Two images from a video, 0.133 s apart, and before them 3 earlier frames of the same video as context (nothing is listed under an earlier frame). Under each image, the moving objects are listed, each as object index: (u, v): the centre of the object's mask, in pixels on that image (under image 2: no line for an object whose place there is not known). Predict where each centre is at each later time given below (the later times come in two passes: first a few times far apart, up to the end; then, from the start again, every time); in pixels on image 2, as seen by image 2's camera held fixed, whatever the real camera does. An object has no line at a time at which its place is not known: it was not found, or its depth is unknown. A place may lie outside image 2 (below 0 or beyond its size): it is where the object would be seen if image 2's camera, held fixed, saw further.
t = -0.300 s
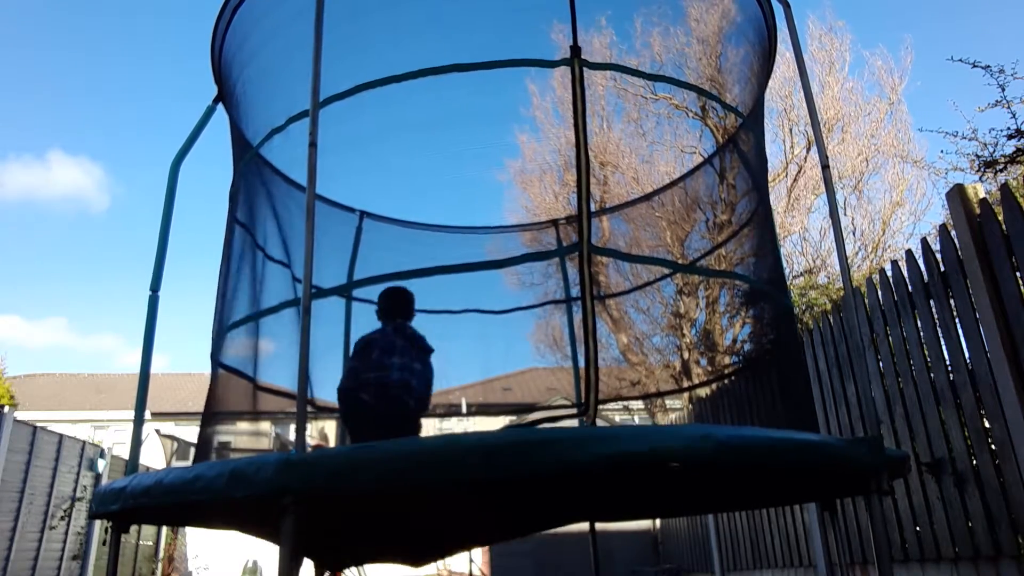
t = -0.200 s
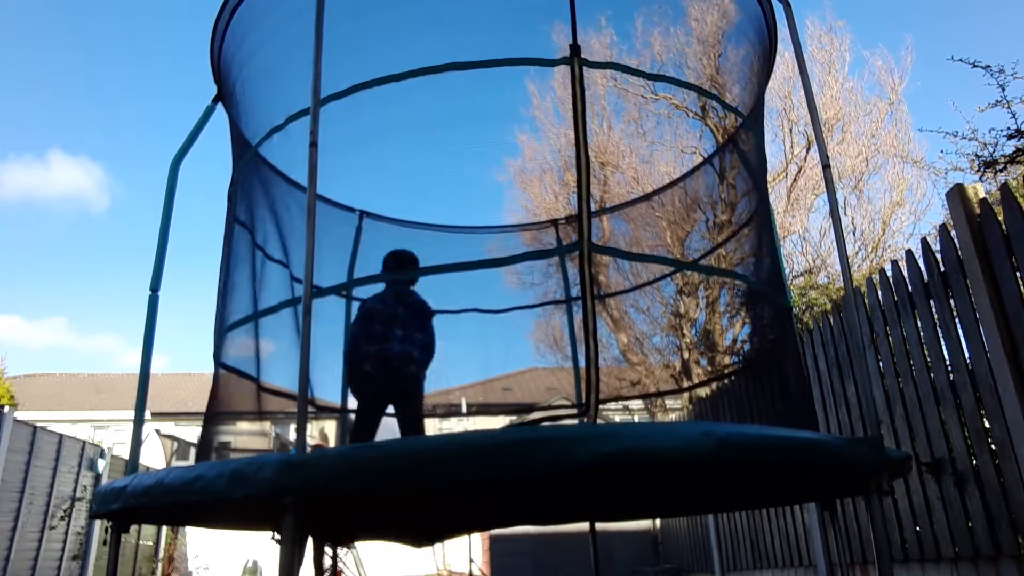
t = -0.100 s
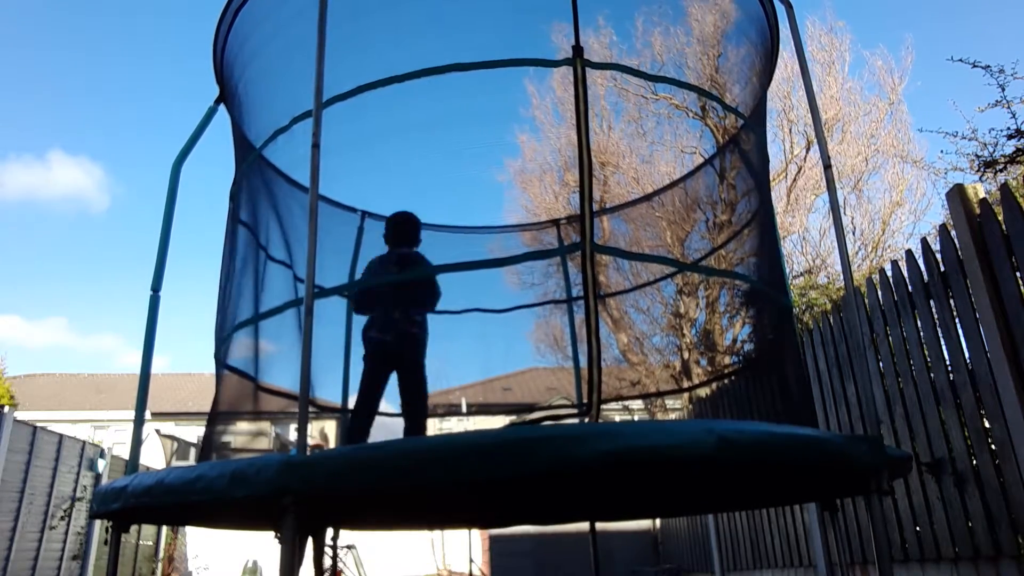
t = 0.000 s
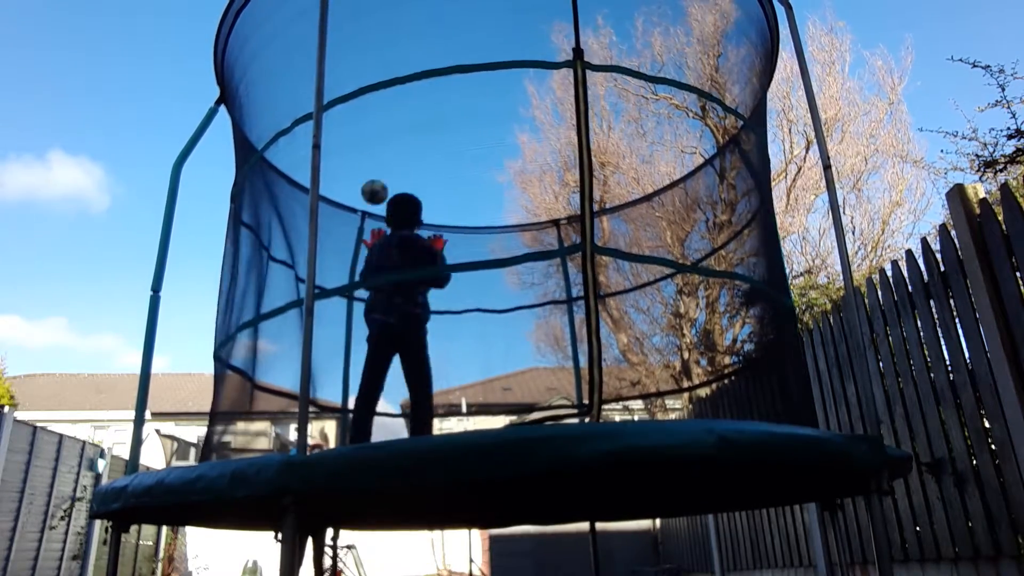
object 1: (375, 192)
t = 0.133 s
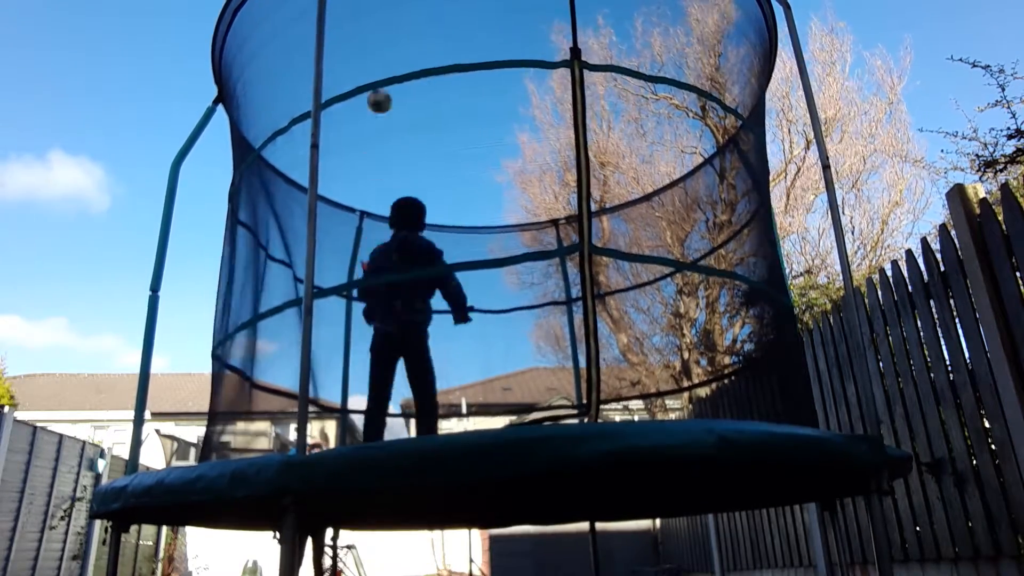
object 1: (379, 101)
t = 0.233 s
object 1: (381, 56)
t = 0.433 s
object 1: (383, 10)
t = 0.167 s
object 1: (380, 86)
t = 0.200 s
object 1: (380, 69)
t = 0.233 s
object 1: (381, 56)
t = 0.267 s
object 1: (382, 43)
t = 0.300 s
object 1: (382, 34)
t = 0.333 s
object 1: (382, 25)
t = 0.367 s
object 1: (383, 19)
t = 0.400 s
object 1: (383, 14)
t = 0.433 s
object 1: (383, 10)
